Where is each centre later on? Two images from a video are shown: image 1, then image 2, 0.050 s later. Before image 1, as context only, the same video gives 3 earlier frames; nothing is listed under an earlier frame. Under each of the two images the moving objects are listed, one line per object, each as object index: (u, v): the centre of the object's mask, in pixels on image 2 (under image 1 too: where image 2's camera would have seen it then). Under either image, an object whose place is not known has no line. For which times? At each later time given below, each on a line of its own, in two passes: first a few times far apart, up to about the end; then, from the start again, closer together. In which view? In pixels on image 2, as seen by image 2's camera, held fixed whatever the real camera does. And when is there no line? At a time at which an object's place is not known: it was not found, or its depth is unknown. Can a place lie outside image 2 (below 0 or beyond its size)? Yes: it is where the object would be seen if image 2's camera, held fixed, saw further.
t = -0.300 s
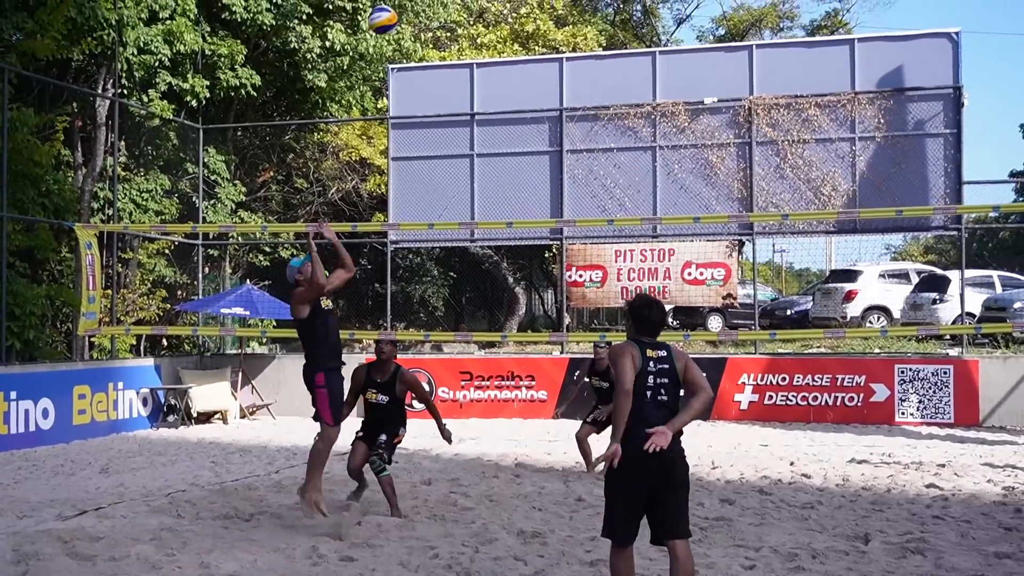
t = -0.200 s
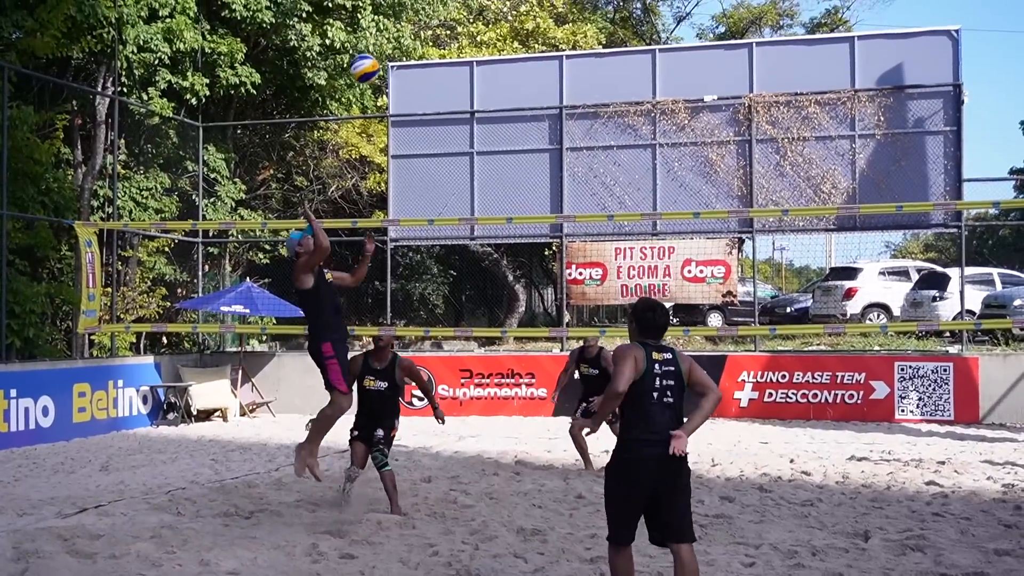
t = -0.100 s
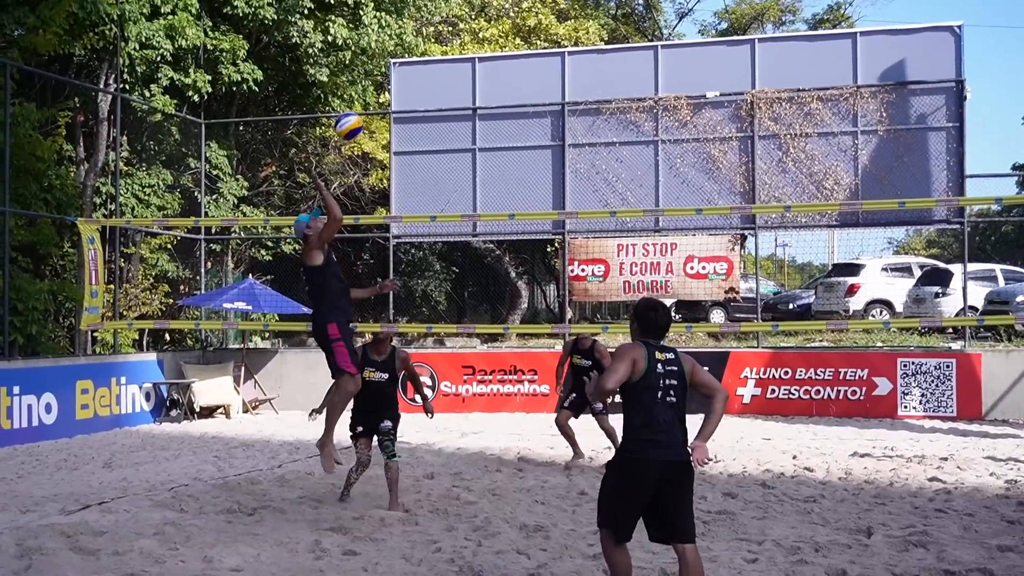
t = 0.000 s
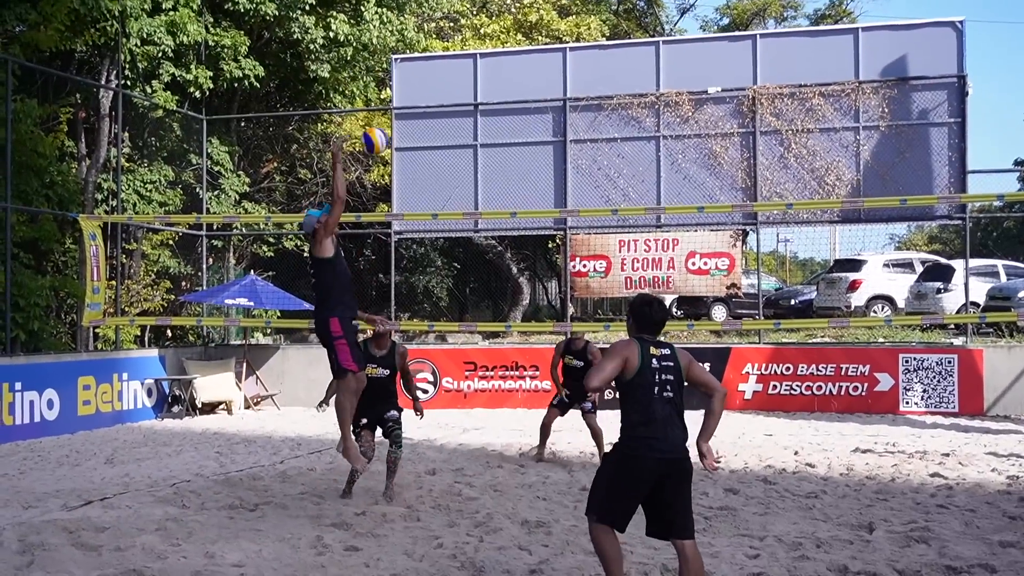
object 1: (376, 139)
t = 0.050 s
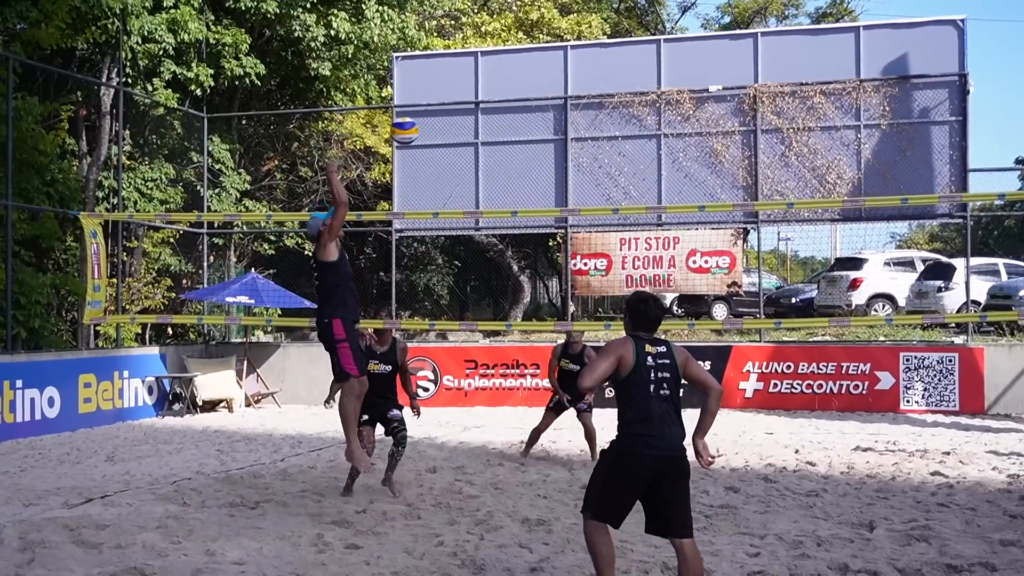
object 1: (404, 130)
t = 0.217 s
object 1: (495, 131)
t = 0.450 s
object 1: (612, 187)
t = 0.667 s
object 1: (711, 295)
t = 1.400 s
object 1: (949, 462)
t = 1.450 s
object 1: (957, 474)
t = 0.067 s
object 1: (413, 129)
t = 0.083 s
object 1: (423, 128)
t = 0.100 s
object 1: (432, 126)
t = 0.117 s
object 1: (442, 126)
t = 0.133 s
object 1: (451, 126)
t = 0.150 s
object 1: (460, 126)
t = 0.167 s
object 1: (469, 127)
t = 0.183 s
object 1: (478, 128)
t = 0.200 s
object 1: (486, 129)
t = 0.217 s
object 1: (495, 131)
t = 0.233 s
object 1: (504, 132)
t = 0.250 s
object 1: (513, 134)
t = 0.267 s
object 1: (522, 137)
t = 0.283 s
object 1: (530, 140)
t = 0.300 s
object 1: (539, 144)
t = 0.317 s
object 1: (547, 148)
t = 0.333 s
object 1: (556, 151)
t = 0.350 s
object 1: (563, 156)
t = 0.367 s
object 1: (571, 160)
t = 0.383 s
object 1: (579, 165)
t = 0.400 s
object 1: (587, 170)
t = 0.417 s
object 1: (596, 175)
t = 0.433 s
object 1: (604, 182)
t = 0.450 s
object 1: (612, 187)
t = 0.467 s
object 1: (620, 193)
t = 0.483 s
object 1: (628, 197)
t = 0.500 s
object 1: (636, 201)
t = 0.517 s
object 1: (644, 220)
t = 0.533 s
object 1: (651, 224)
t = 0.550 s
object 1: (658, 230)
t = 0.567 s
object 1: (665, 239)
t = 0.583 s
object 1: (673, 248)
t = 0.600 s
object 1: (681, 257)
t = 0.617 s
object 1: (688, 265)
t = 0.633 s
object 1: (696, 275)
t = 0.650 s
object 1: (703, 285)
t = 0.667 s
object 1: (711, 295)
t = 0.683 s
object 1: (718, 307)
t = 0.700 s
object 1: (724, 312)
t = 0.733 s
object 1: (739, 339)
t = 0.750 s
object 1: (745, 350)
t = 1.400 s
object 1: (949, 462)
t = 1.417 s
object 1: (952, 466)
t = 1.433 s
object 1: (956, 470)
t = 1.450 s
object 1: (957, 474)
